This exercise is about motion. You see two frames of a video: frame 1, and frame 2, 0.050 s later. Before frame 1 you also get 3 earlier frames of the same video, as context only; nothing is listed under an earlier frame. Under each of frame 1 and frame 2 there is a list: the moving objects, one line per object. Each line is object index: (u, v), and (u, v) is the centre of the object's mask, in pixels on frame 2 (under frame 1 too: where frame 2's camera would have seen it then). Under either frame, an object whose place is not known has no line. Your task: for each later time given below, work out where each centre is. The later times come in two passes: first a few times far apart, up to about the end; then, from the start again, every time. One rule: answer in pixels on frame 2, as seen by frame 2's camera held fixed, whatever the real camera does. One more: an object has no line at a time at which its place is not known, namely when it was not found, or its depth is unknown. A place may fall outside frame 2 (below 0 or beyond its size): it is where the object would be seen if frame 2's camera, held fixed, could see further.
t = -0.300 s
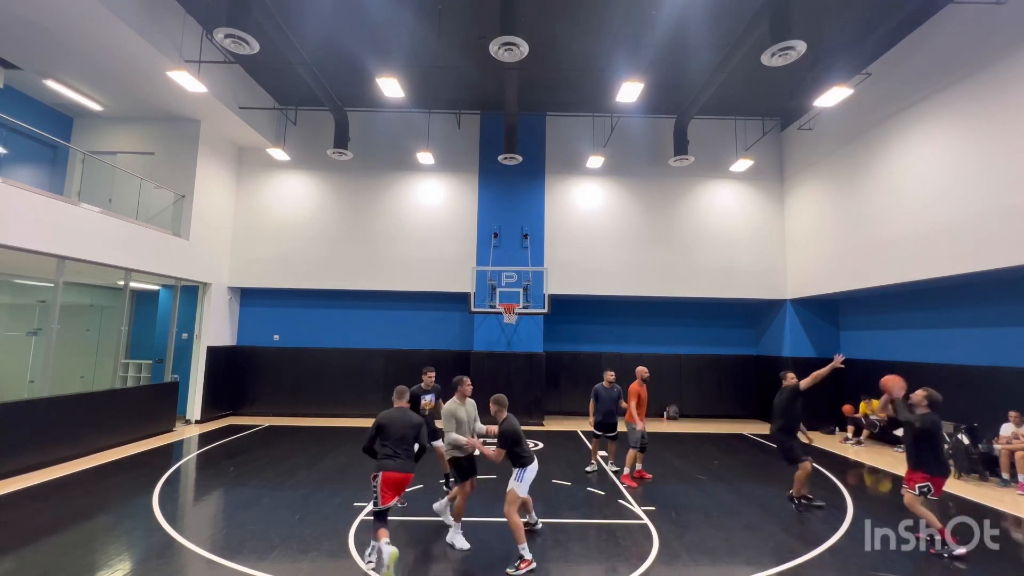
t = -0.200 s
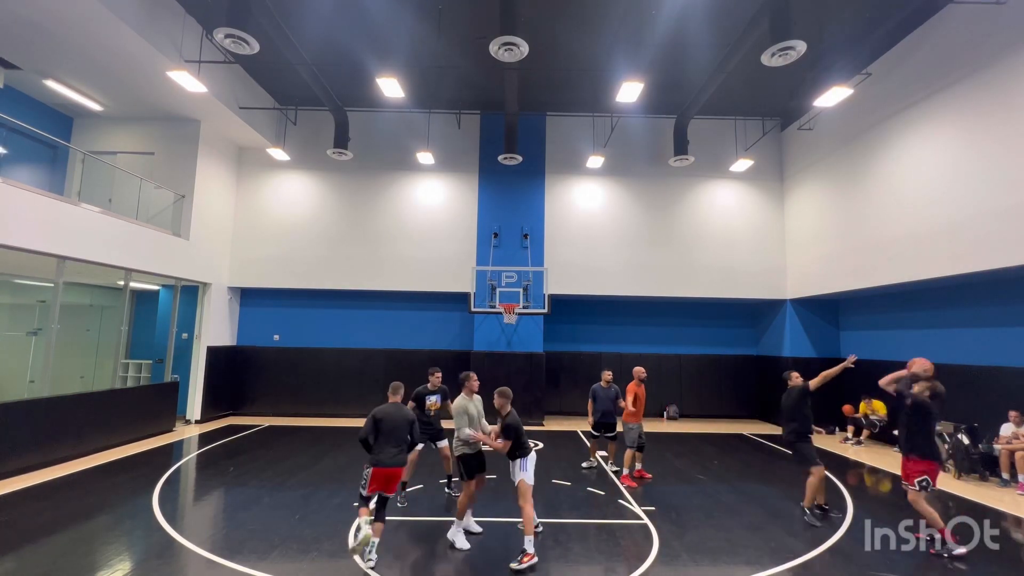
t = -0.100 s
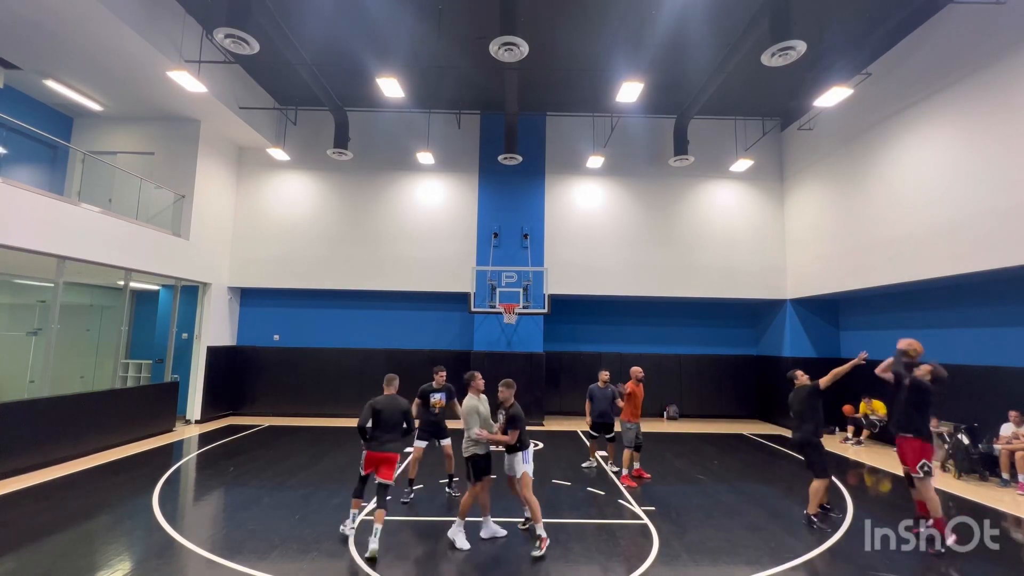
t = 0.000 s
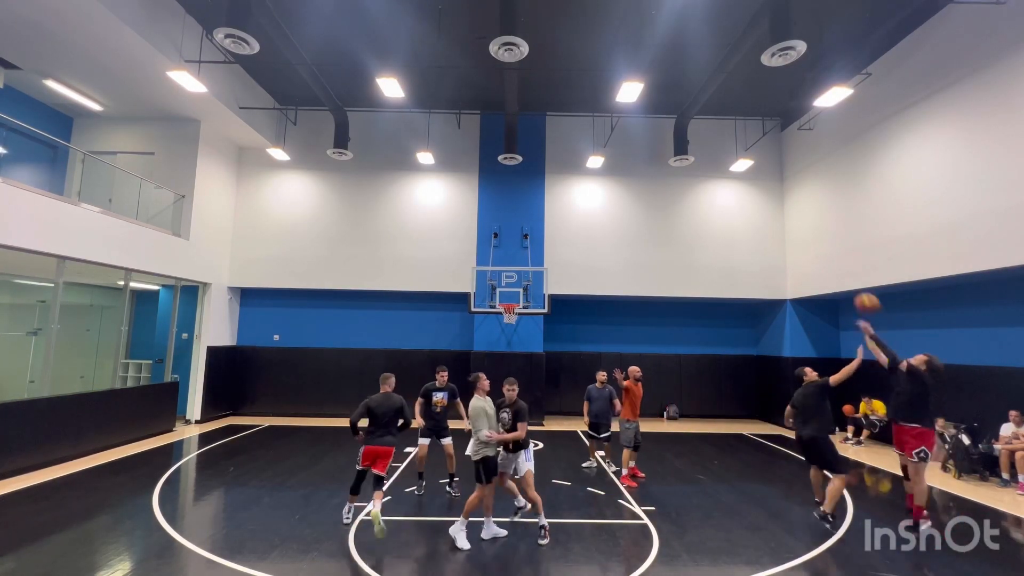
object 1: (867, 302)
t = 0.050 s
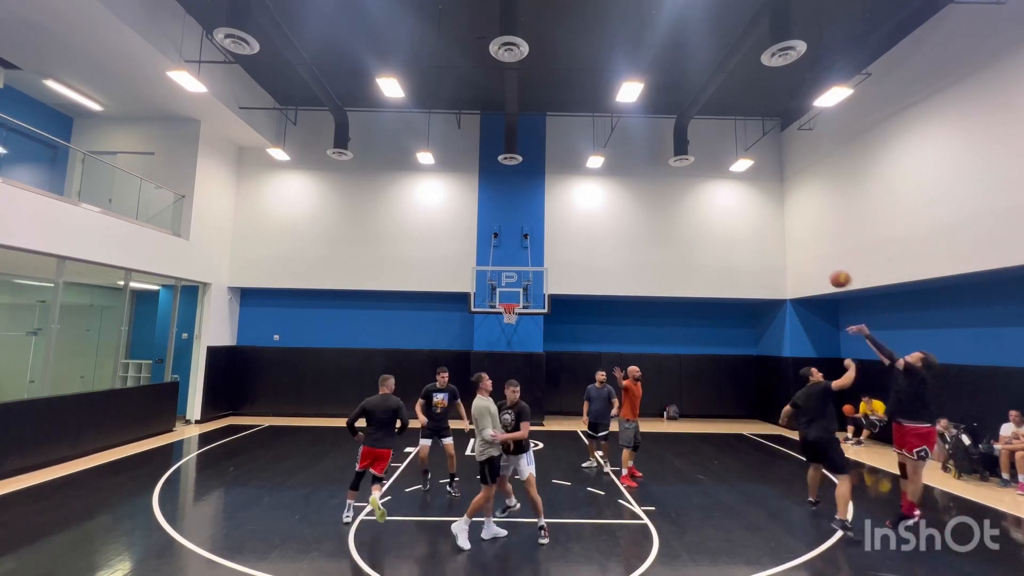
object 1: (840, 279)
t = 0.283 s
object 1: (741, 210)
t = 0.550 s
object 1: (659, 188)
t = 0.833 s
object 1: (594, 206)
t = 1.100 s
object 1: (544, 252)
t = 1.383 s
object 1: (506, 315)
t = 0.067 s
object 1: (832, 272)
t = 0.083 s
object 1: (824, 265)
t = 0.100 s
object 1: (816, 259)
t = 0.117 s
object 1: (808, 253)
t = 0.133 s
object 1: (801, 248)
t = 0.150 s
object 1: (793, 242)
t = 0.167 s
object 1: (786, 237)
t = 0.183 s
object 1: (779, 233)
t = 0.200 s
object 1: (773, 228)
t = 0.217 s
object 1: (766, 224)
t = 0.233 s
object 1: (760, 220)
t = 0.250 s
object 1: (753, 217)
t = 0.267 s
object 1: (747, 214)
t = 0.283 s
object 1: (741, 210)
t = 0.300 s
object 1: (735, 208)
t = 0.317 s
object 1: (729, 205)
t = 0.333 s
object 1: (724, 202)
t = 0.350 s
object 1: (718, 200)
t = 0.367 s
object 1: (712, 198)
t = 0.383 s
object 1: (707, 196)
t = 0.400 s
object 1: (702, 195)
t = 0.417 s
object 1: (697, 193)
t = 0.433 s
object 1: (692, 192)
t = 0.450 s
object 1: (687, 191)
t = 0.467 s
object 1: (682, 190)
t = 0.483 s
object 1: (677, 189)
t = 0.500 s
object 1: (672, 189)
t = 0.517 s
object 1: (668, 188)
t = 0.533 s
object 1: (664, 188)
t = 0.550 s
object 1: (659, 188)
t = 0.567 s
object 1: (655, 188)
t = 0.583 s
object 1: (651, 188)
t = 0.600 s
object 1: (647, 188)
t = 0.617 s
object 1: (642, 189)
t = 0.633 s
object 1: (639, 189)
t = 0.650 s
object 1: (634, 190)
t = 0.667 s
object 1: (631, 191)
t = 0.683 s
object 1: (627, 192)
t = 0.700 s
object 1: (623, 193)
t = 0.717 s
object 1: (619, 194)
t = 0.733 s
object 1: (615, 195)
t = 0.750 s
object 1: (612, 197)
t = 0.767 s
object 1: (608, 199)
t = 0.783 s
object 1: (604, 200)
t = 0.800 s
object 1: (601, 202)
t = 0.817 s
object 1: (597, 204)
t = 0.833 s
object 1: (594, 206)
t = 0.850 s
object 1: (590, 208)
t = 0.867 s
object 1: (587, 211)
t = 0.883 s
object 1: (584, 213)
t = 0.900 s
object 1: (581, 215)
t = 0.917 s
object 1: (577, 218)
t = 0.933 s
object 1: (574, 220)
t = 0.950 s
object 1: (571, 223)
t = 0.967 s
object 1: (568, 226)
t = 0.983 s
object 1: (565, 229)
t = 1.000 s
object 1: (562, 231)
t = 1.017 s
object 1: (559, 234)
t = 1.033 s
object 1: (556, 237)
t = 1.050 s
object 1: (553, 241)
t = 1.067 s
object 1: (550, 244)
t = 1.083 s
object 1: (548, 248)
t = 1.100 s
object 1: (544, 252)
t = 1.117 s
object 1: (542, 255)
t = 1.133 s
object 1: (539, 259)
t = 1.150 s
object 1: (536, 262)
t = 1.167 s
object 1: (534, 266)
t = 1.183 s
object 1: (530, 270)
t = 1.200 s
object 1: (528, 274)
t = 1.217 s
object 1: (525, 278)
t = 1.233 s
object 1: (523, 282)
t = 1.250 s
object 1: (521, 286)
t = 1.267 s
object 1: (518, 291)
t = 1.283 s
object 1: (515, 295)
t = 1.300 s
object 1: (512, 299)
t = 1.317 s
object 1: (510, 301)
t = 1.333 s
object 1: (509, 308)
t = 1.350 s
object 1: (508, 310)
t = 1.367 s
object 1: (507, 314)
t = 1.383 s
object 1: (506, 315)
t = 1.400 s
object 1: (504, 317)
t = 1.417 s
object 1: (502, 320)
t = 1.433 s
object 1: (501, 321)
